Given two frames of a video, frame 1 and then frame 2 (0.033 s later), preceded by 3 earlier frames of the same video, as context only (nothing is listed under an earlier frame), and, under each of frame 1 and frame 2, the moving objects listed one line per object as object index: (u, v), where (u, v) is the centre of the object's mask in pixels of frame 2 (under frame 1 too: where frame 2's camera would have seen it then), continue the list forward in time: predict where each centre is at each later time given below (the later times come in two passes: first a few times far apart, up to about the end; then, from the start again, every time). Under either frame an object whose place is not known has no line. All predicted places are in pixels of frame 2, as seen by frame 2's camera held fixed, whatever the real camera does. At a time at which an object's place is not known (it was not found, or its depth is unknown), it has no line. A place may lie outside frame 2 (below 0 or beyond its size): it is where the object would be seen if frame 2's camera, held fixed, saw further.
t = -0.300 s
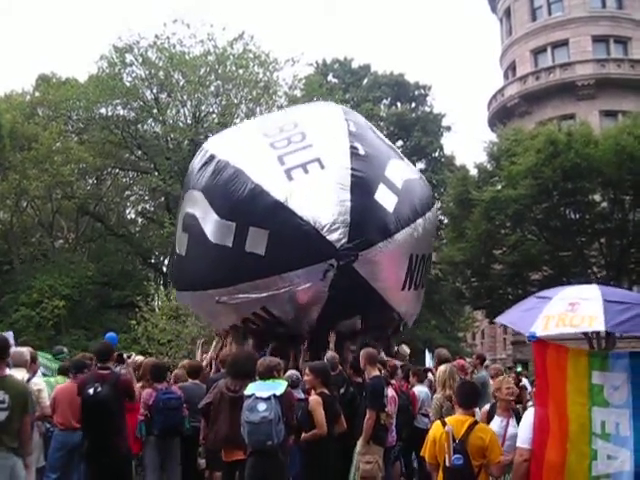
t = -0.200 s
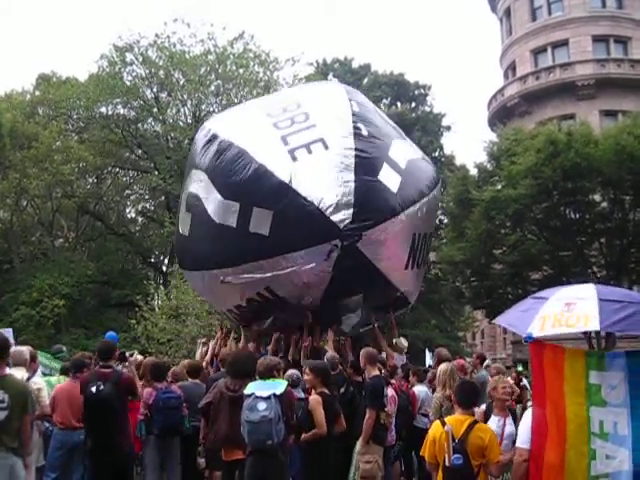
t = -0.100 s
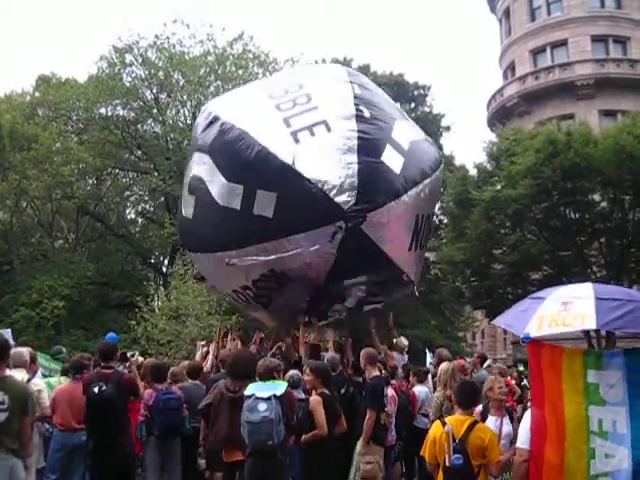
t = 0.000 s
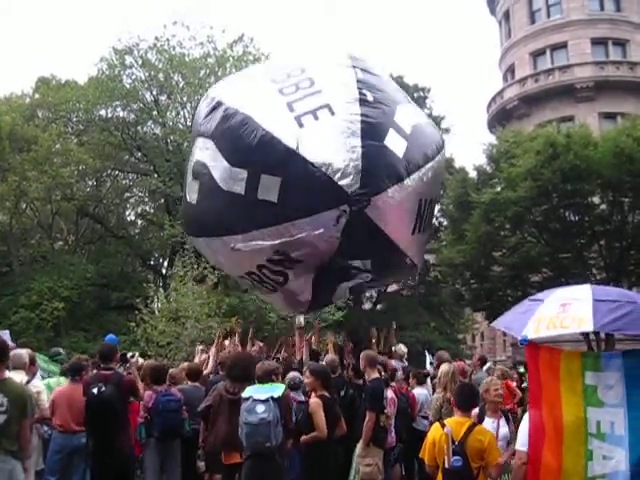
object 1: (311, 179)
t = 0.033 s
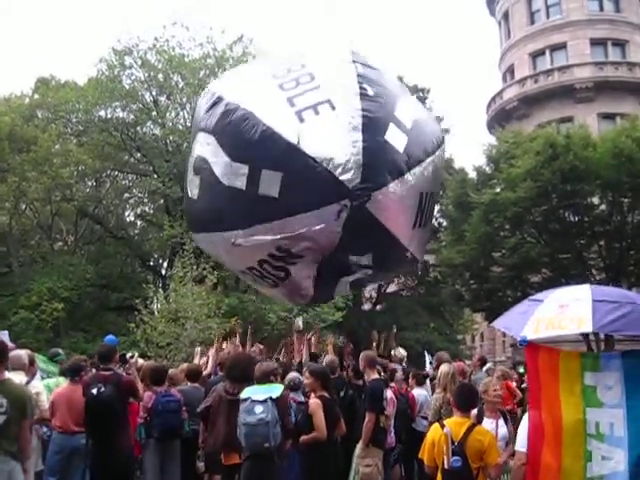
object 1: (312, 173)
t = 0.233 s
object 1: (317, 145)
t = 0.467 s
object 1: (323, 113)
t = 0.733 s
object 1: (330, 84)
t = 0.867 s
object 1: (334, 73)
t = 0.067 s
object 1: (313, 167)
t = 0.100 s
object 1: (314, 162)
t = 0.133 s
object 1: (314, 159)
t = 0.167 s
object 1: (315, 156)
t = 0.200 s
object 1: (316, 149)
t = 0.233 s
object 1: (317, 145)
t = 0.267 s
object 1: (318, 140)
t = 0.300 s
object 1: (318, 134)
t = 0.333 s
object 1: (319, 131)
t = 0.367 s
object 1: (320, 127)
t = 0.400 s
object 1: (321, 122)
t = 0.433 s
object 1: (322, 117)
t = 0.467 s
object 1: (323, 113)
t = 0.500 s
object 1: (324, 109)
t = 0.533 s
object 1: (324, 103)
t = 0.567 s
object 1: (324, 98)
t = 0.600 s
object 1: (325, 95)
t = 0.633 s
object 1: (328, 91)
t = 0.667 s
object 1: (328, 88)
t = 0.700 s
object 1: (328, 86)
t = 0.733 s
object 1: (330, 84)
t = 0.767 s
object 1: (331, 81)
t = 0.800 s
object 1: (332, 78)
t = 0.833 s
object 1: (336, 75)
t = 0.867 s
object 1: (334, 73)
